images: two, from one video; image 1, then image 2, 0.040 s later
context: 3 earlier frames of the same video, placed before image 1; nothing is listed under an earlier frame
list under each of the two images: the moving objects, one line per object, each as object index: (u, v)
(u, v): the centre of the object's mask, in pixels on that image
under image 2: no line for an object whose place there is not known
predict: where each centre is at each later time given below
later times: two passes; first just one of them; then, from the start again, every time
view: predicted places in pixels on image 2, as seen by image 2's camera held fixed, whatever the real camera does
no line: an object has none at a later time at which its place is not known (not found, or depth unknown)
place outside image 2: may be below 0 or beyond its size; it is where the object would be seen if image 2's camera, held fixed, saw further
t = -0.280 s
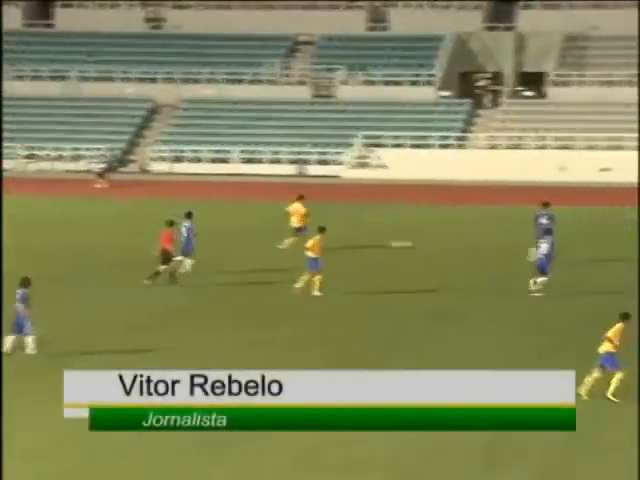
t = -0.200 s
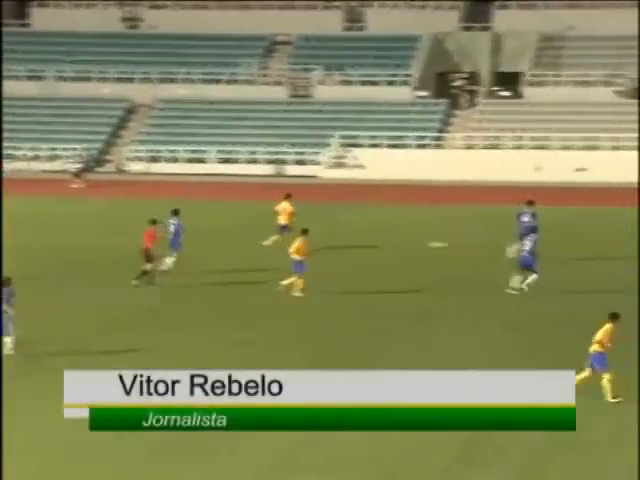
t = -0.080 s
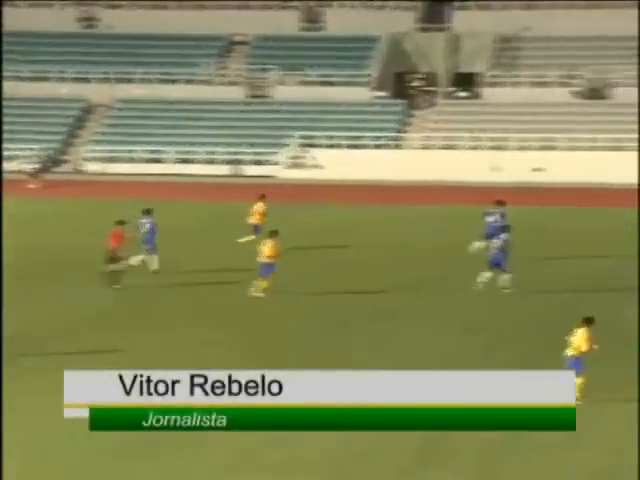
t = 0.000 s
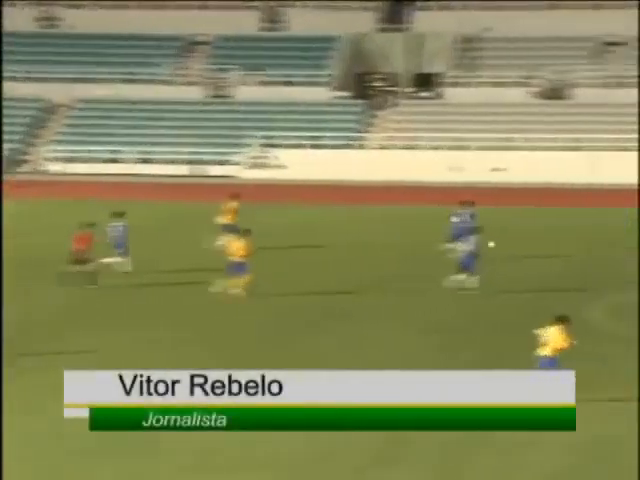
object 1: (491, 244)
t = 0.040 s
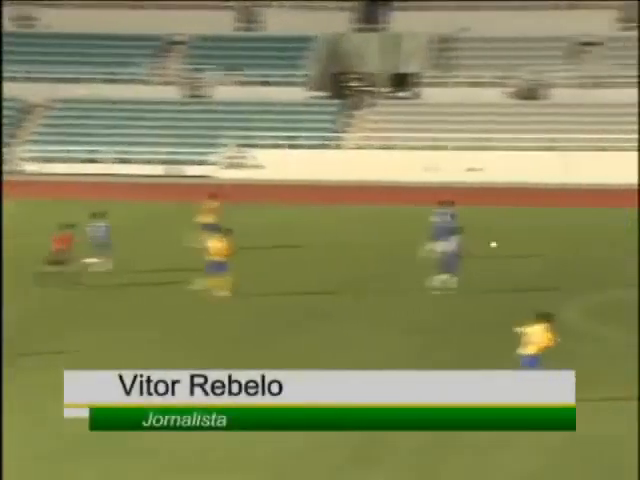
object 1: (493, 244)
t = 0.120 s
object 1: (536, 245)
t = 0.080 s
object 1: (515, 245)
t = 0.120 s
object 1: (536, 245)
